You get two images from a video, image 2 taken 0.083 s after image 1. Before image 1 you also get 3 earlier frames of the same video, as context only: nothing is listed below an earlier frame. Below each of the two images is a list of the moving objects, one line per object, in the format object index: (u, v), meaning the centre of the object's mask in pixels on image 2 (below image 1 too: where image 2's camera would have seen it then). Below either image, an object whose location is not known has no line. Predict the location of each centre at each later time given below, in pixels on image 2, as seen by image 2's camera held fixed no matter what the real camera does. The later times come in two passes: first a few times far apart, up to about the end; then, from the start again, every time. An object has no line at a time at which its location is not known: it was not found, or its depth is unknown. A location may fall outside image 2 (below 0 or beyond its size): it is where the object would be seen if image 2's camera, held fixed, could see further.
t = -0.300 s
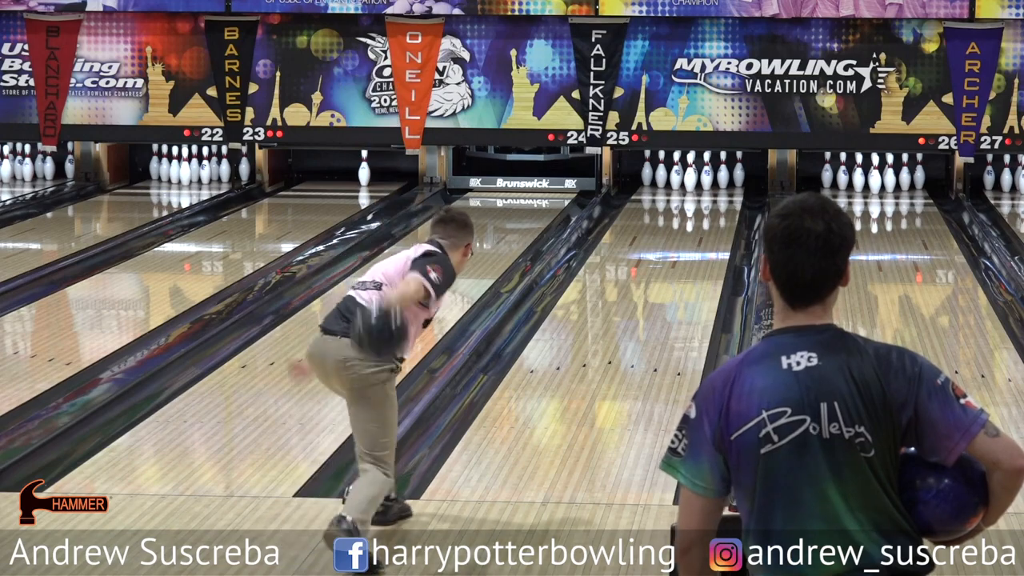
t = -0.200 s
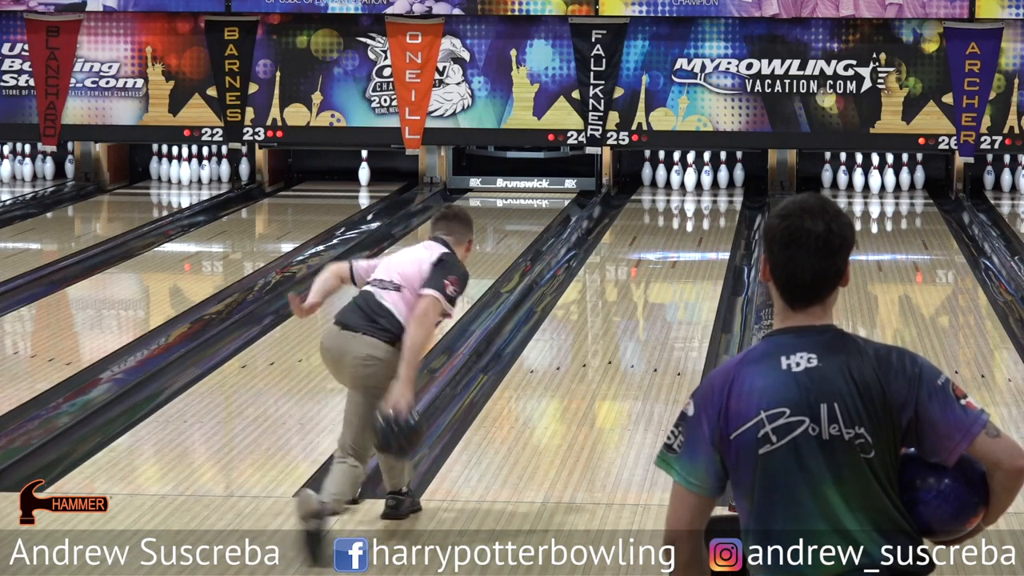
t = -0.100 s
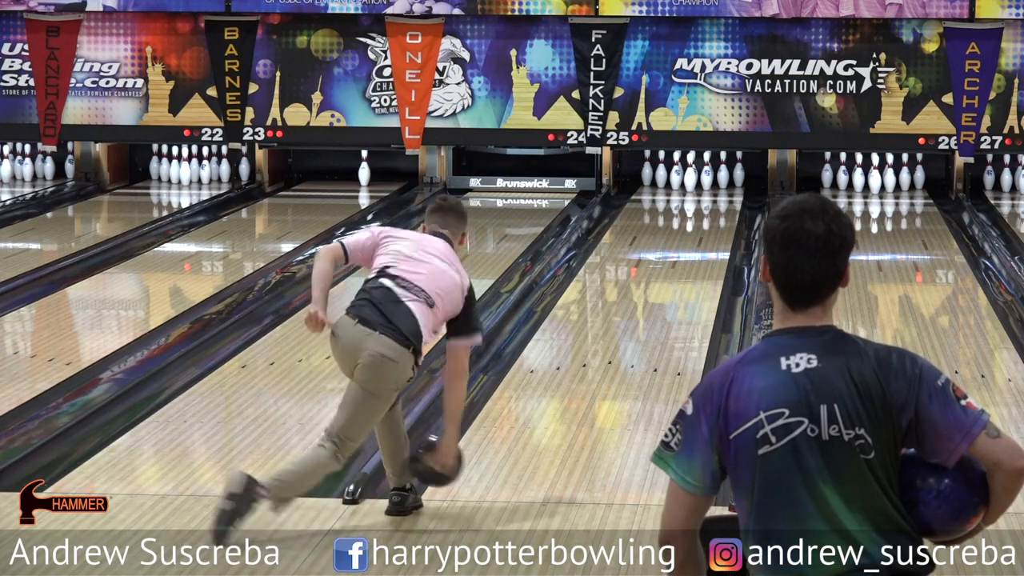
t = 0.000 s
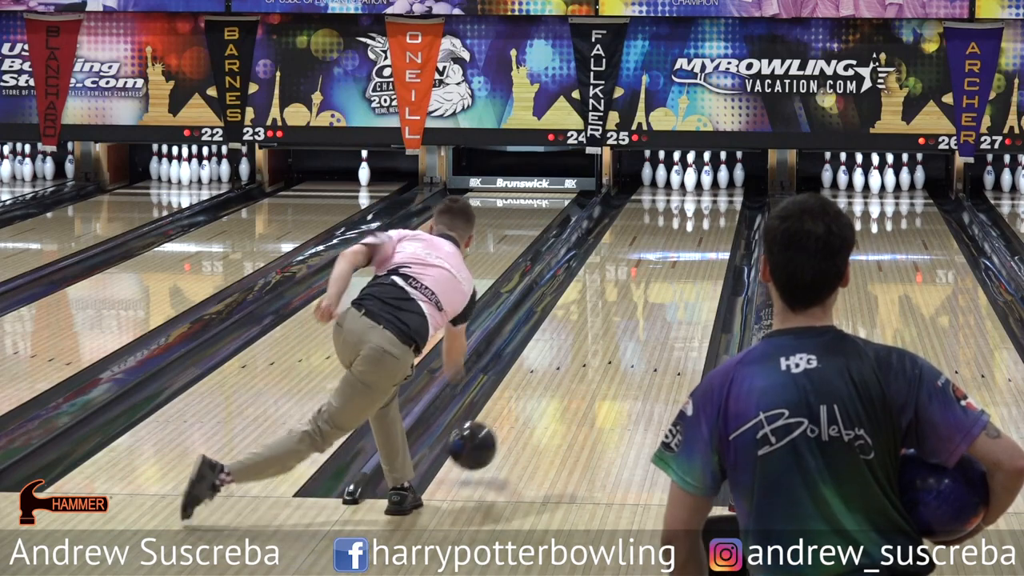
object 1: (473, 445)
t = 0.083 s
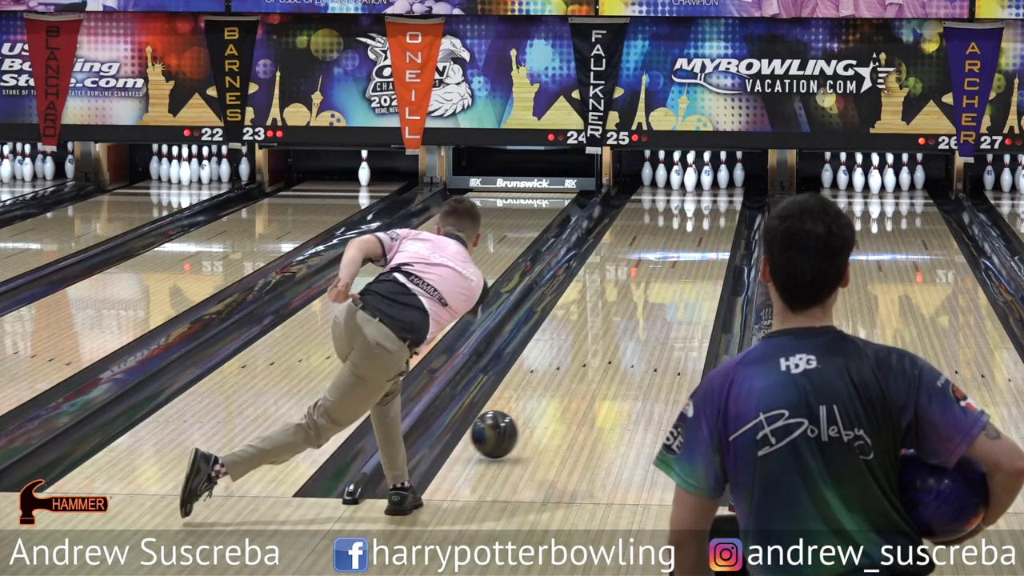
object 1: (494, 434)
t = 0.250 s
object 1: (534, 399)
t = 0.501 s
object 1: (581, 354)
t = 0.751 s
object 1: (619, 316)
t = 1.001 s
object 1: (650, 286)
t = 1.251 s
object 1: (675, 261)
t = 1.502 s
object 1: (694, 239)
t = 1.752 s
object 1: (709, 220)
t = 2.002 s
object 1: (715, 205)
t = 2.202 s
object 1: (712, 194)
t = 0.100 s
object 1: (499, 432)
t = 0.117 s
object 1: (503, 427)
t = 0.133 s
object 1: (507, 423)
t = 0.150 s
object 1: (511, 419)
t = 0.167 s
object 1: (515, 416)
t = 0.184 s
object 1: (519, 413)
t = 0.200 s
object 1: (523, 409)
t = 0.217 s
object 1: (526, 406)
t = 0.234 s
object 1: (530, 402)
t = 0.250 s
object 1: (534, 399)
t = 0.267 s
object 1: (537, 395)
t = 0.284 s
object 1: (541, 392)
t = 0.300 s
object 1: (544, 389)
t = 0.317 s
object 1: (548, 386)
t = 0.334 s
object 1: (551, 383)
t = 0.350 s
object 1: (554, 380)
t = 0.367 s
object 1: (557, 377)
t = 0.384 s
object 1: (561, 374)
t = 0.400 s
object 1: (564, 371)
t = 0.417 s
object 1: (567, 368)
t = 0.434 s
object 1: (570, 365)
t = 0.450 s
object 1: (573, 362)
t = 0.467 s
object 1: (576, 359)
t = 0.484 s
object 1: (579, 356)
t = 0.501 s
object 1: (581, 354)
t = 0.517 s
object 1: (584, 351)
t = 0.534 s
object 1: (587, 348)
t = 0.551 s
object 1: (590, 346)
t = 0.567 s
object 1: (592, 343)
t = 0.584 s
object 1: (595, 340)
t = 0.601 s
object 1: (598, 338)
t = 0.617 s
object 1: (600, 335)
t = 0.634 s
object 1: (603, 333)
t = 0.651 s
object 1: (605, 331)
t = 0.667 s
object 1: (608, 328)
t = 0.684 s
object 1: (610, 326)
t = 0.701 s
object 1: (612, 323)
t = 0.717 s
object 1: (615, 321)
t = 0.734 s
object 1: (617, 319)
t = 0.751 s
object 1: (619, 316)
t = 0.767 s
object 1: (622, 314)
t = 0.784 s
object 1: (624, 312)
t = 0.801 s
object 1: (626, 310)
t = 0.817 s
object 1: (628, 308)
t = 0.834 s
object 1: (630, 306)
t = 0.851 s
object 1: (633, 303)
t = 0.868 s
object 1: (634, 302)
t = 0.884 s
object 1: (637, 300)
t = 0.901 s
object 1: (638, 298)
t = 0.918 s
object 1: (640, 296)
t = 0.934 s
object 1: (642, 294)
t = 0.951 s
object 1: (644, 292)
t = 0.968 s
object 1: (646, 290)
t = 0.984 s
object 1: (648, 288)
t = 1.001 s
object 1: (650, 286)
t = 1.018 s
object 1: (652, 284)
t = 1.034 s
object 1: (654, 282)
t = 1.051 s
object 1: (655, 281)
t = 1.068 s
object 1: (657, 279)
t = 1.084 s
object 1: (659, 277)
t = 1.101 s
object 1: (660, 275)
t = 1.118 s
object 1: (662, 273)
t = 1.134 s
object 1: (664, 272)
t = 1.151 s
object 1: (665, 270)
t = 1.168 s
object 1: (667, 269)
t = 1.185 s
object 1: (668, 267)
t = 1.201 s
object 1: (670, 265)
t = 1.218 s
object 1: (671, 264)
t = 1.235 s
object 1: (673, 262)
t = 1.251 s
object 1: (675, 261)
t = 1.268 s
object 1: (676, 259)
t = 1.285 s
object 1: (678, 257)
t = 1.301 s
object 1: (679, 256)
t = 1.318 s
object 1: (680, 254)
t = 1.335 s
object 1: (682, 253)
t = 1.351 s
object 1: (683, 251)
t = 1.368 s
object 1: (685, 250)
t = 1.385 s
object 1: (686, 249)
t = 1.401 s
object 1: (687, 247)
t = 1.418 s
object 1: (689, 245)
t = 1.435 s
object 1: (690, 244)
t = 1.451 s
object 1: (691, 243)
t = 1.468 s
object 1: (692, 241)
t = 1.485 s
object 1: (694, 240)
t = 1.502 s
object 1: (694, 239)
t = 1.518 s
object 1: (696, 237)
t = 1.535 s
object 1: (697, 236)
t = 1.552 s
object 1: (698, 235)
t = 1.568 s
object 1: (699, 233)
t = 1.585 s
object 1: (700, 232)
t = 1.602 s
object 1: (701, 231)
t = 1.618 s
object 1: (702, 230)
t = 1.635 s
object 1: (703, 229)
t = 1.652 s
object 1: (704, 228)
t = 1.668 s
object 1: (705, 226)
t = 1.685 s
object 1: (706, 225)
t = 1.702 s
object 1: (707, 224)
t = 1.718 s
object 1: (708, 222)
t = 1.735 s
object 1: (708, 222)
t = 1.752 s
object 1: (709, 220)
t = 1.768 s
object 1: (710, 219)
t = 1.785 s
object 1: (711, 218)
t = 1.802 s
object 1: (711, 217)
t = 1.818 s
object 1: (712, 216)
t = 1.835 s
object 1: (713, 215)
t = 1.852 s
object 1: (713, 214)
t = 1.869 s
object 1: (713, 213)
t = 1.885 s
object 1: (714, 212)
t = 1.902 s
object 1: (714, 211)
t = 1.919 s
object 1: (714, 209)
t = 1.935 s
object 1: (714, 208)
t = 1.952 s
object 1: (714, 207)
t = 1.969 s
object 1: (715, 206)
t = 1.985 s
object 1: (715, 205)
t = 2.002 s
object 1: (715, 205)
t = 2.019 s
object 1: (715, 204)
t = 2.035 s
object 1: (715, 203)
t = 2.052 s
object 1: (715, 202)
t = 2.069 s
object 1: (714, 201)
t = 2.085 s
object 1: (714, 200)
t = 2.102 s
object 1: (714, 200)
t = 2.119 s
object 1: (714, 198)
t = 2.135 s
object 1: (714, 197)
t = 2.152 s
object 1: (714, 196)
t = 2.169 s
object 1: (713, 195)
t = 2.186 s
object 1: (713, 195)
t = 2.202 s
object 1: (712, 194)
